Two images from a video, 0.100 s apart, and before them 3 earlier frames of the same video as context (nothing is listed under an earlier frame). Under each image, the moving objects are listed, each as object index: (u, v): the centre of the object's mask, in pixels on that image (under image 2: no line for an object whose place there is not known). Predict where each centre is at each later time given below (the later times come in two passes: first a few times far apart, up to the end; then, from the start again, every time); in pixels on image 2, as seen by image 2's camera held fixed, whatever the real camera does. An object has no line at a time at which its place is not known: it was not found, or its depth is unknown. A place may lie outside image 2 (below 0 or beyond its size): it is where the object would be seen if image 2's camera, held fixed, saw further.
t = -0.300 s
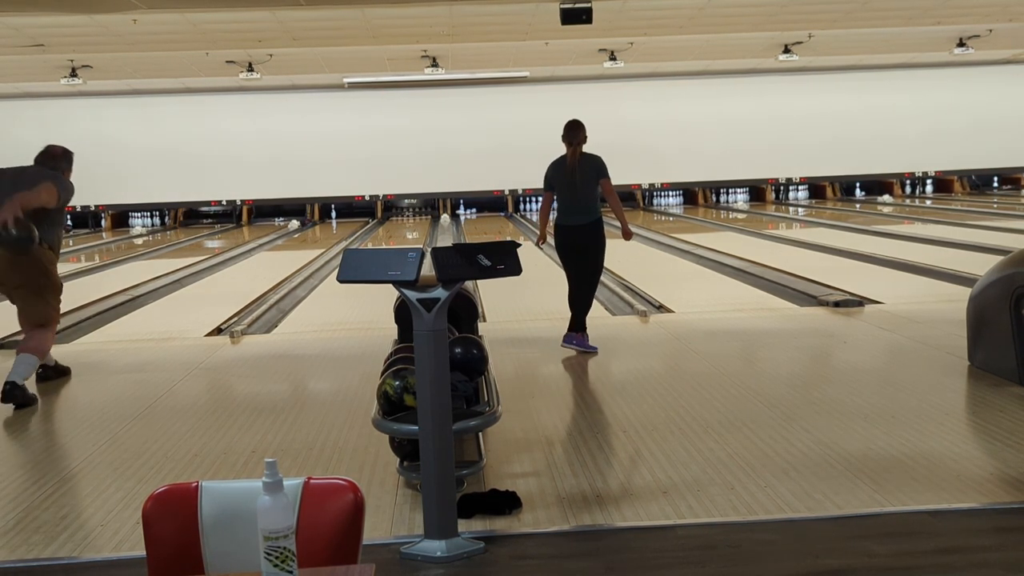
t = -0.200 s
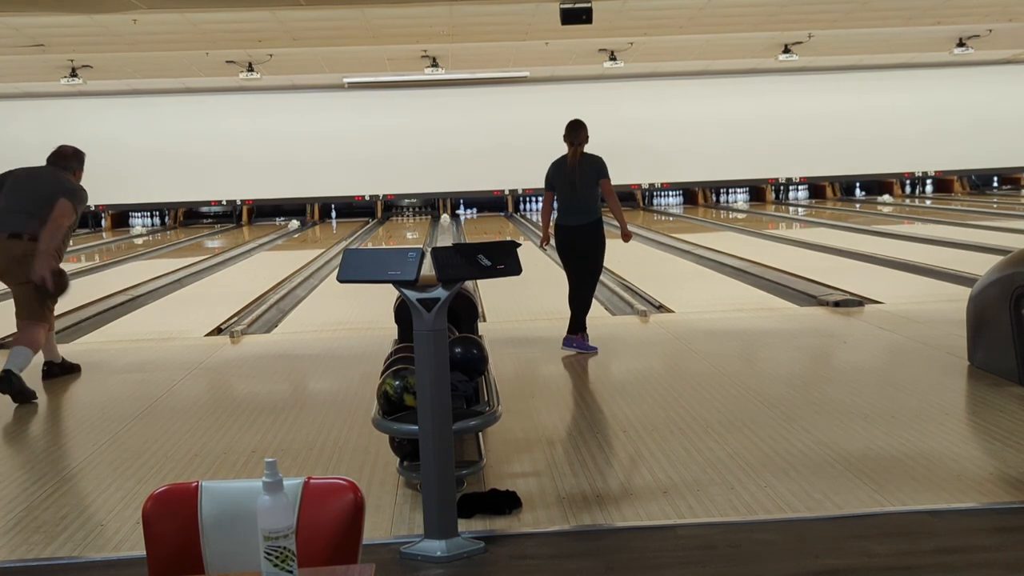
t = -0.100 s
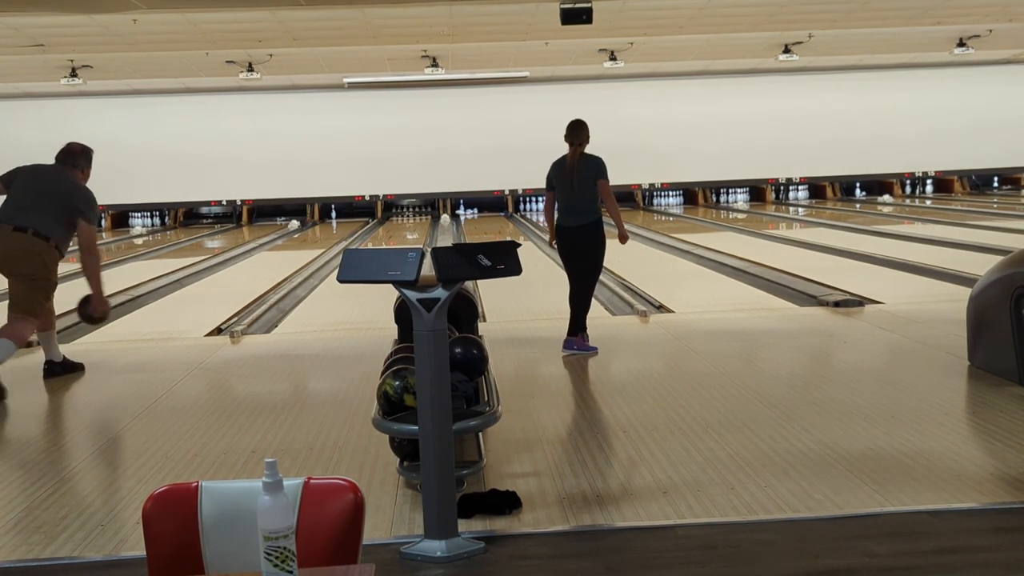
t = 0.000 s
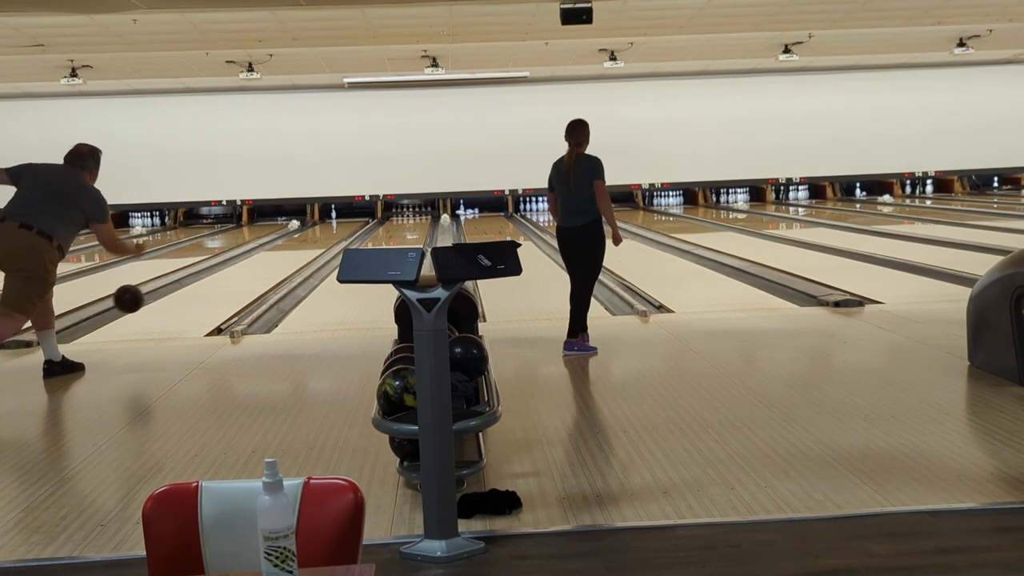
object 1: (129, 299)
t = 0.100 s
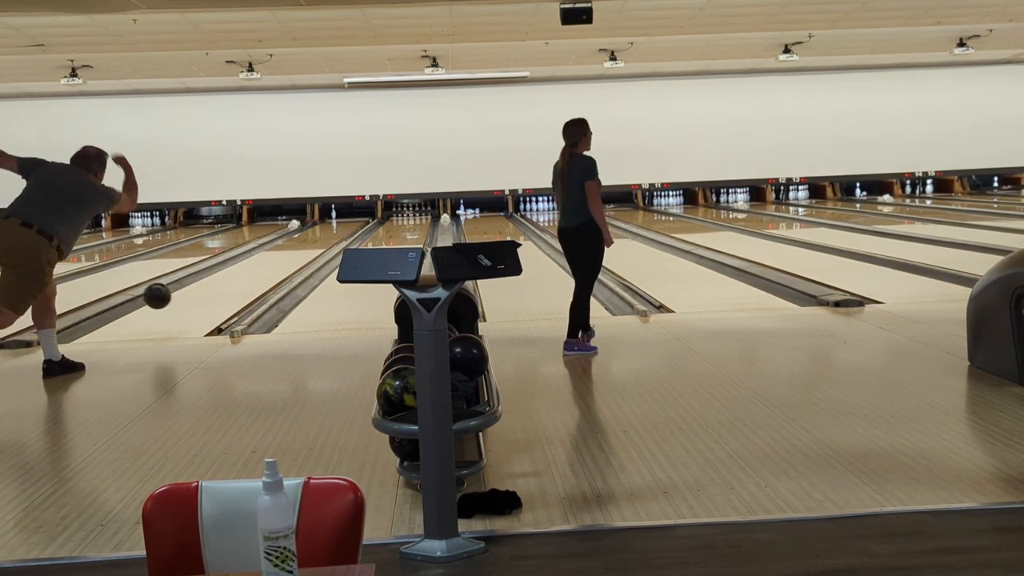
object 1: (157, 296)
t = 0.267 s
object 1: (196, 303)
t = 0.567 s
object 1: (242, 279)
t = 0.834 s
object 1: (270, 263)
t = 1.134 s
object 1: (293, 251)
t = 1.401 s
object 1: (308, 241)
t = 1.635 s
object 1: (318, 235)
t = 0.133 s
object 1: (166, 297)
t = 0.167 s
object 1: (174, 301)
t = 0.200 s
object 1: (182, 304)
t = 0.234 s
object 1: (189, 309)
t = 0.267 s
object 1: (196, 303)
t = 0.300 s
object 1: (202, 299)
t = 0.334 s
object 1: (208, 296)
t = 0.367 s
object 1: (213, 294)
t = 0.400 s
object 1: (219, 291)
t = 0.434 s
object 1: (224, 289)
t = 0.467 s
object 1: (229, 286)
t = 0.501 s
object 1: (233, 284)
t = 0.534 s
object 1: (238, 281)
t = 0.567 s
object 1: (242, 279)
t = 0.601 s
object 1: (246, 276)
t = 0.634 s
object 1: (250, 274)
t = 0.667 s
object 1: (254, 272)
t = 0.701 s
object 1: (257, 270)
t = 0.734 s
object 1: (261, 269)
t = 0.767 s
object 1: (264, 267)
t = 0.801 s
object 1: (267, 265)
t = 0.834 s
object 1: (270, 263)
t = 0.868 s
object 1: (273, 262)
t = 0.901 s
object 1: (276, 260)
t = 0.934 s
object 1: (279, 259)
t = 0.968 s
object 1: (282, 257)
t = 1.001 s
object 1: (284, 256)
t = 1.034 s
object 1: (286, 255)
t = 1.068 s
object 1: (289, 253)
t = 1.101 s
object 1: (291, 252)
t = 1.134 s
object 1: (293, 251)
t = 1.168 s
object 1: (295, 249)
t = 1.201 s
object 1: (297, 248)
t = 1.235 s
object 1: (299, 247)
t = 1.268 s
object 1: (301, 245)
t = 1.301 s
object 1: (303, 244)
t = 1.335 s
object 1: (305, 243)
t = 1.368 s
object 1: (306, 242)
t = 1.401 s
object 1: (308, 241)
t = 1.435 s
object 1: (310, 240)
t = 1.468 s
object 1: (311, 239)
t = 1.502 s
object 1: (313, 238)
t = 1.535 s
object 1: (314, 237)
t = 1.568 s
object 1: (315, 236)
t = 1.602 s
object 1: (317, 236)
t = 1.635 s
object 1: (318, 235)
